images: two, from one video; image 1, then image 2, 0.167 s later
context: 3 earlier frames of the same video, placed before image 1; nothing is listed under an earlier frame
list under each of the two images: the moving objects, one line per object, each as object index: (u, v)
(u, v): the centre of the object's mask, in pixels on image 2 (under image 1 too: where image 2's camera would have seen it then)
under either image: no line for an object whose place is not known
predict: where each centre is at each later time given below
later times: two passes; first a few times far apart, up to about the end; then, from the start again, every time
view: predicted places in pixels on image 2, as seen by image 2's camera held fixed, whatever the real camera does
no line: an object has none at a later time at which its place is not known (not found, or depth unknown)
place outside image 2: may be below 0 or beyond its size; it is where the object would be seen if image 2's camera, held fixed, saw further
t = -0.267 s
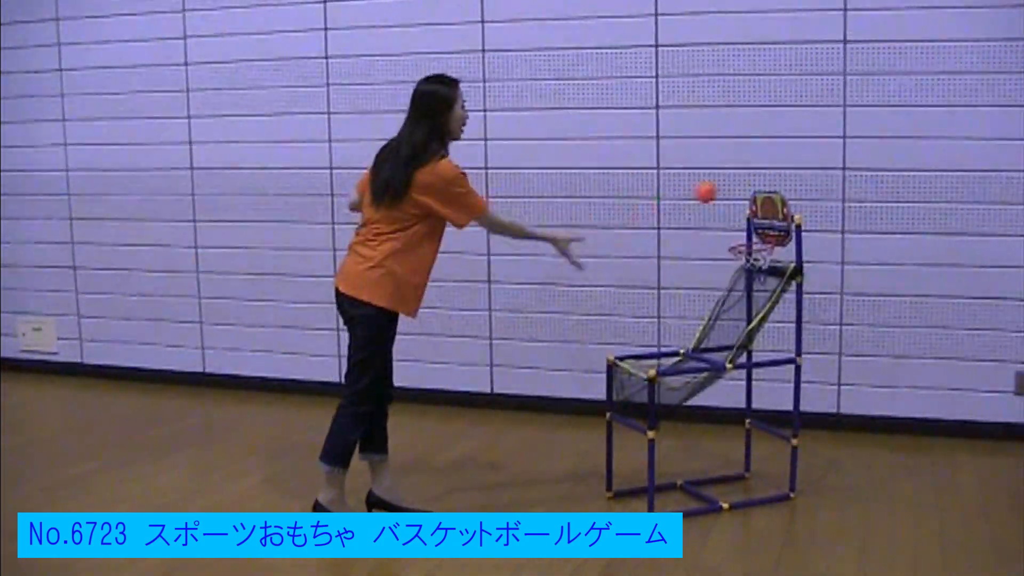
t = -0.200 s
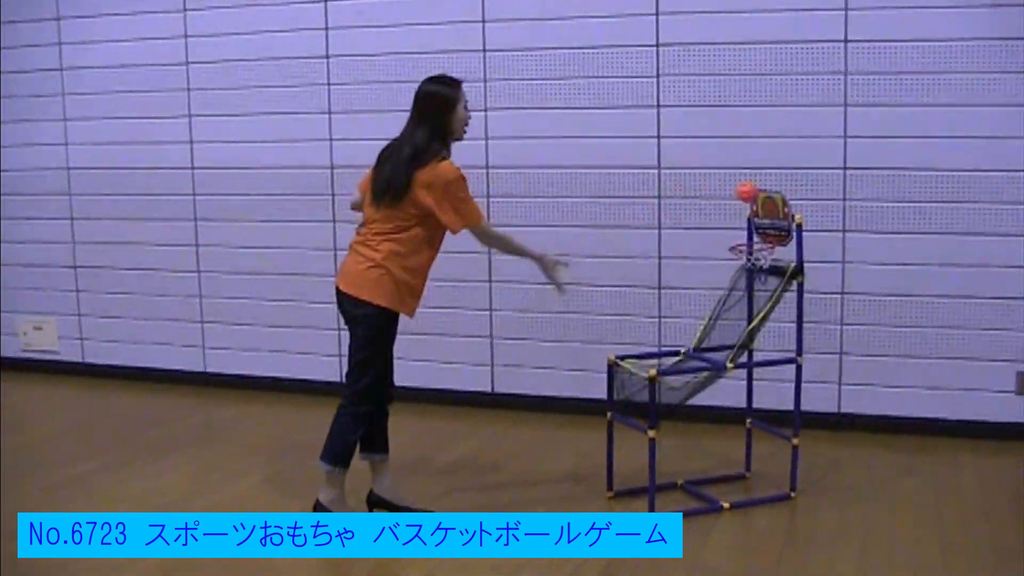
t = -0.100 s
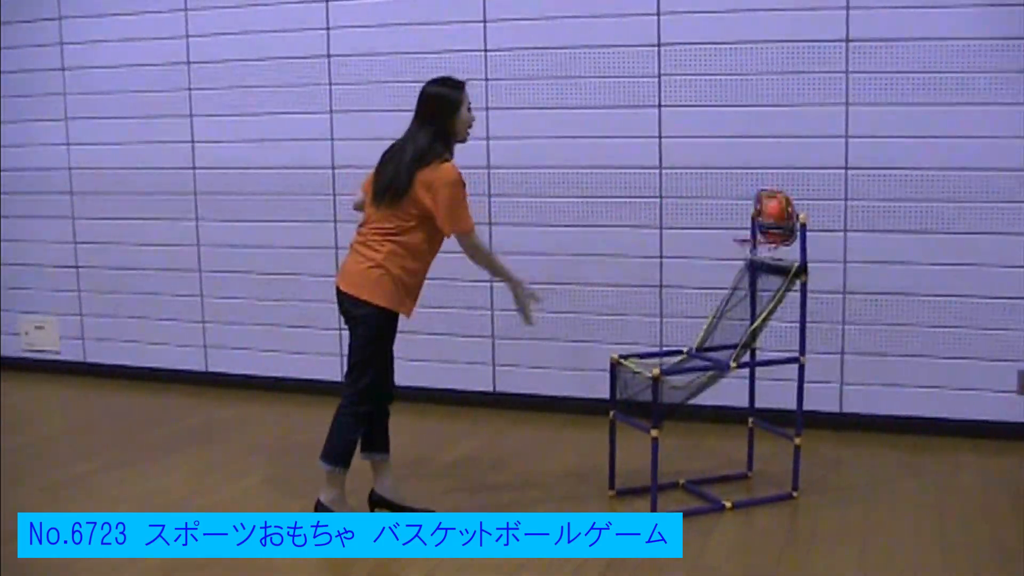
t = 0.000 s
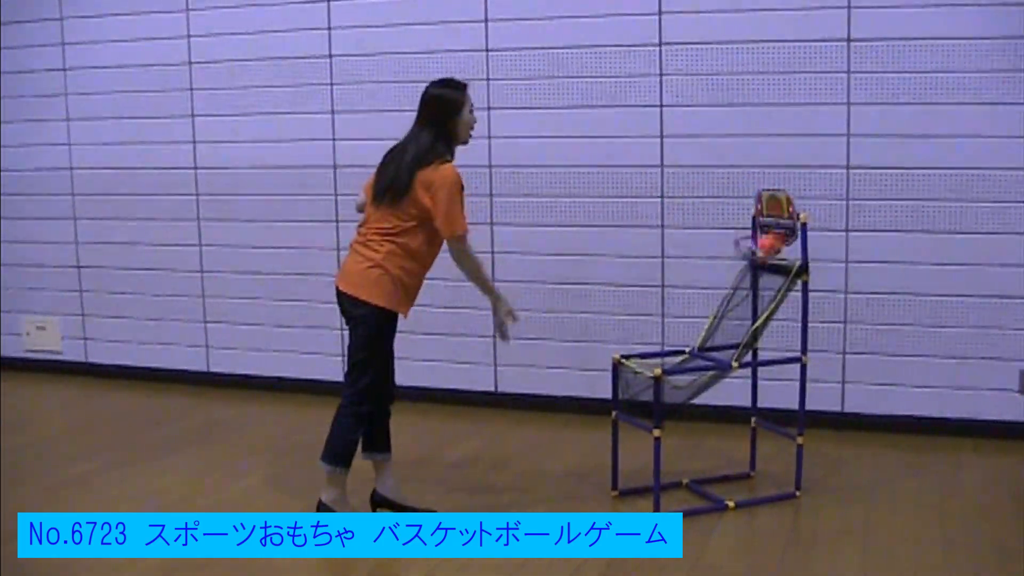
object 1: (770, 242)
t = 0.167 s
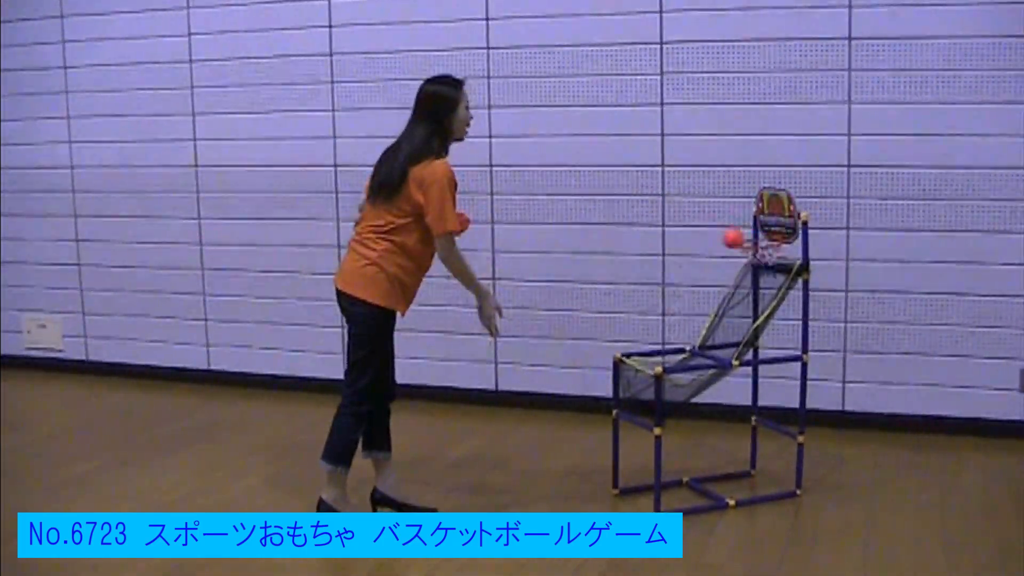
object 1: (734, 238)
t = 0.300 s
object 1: (698, 259)
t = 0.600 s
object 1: (628, 294)
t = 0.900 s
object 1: (566, 341)
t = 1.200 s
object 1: (506, 429)
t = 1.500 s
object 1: (444, 414)
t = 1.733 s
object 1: (405, 429)
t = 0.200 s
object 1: (724, 239)
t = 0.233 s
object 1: (716, 243)
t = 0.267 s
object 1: (707, 249)
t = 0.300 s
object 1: (698, 259)
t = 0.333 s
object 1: (689, 272)
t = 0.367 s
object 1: (680, 287)
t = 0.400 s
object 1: (672, 304)
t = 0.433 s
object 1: (664, 324)
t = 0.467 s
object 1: (654, 339)
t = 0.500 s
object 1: (649, 327)
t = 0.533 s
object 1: (642, 313)
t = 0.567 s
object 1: (634, 301)
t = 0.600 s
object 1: (628, 294)
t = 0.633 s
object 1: (620, 288)
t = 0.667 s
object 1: (613, 286)
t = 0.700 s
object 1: (606, 287)
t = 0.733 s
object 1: (599, 289)
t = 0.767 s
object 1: (593, 295)
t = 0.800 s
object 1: (585, 303)
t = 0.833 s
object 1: (580, 313)
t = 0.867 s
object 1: (573, 326)
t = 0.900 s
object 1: (566, 341)
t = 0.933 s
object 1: (559, 359)
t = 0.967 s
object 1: (552, 381)
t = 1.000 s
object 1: (545, 404)
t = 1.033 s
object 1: (538, 429)
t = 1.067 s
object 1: (533, 458)
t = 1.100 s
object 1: (527, 481)
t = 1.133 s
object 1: (520, 462)
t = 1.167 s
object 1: (513, 444)
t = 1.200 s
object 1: (506, 429)
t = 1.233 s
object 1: (500, 417)
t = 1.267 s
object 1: (492, 407)
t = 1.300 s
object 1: (485, 400)
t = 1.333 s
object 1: (477, 397)
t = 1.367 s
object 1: (470, 395)
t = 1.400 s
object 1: (463, 395)
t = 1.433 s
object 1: (456, 399)
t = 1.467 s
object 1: (450, 404)
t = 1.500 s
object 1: (444, 414)
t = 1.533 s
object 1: (439, 425)
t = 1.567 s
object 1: (433, 440)
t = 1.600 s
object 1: (427, 454)
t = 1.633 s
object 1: (421, 468)
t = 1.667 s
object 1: (416, 452)
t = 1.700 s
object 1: (409, 439)
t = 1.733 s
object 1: (405, 429)
